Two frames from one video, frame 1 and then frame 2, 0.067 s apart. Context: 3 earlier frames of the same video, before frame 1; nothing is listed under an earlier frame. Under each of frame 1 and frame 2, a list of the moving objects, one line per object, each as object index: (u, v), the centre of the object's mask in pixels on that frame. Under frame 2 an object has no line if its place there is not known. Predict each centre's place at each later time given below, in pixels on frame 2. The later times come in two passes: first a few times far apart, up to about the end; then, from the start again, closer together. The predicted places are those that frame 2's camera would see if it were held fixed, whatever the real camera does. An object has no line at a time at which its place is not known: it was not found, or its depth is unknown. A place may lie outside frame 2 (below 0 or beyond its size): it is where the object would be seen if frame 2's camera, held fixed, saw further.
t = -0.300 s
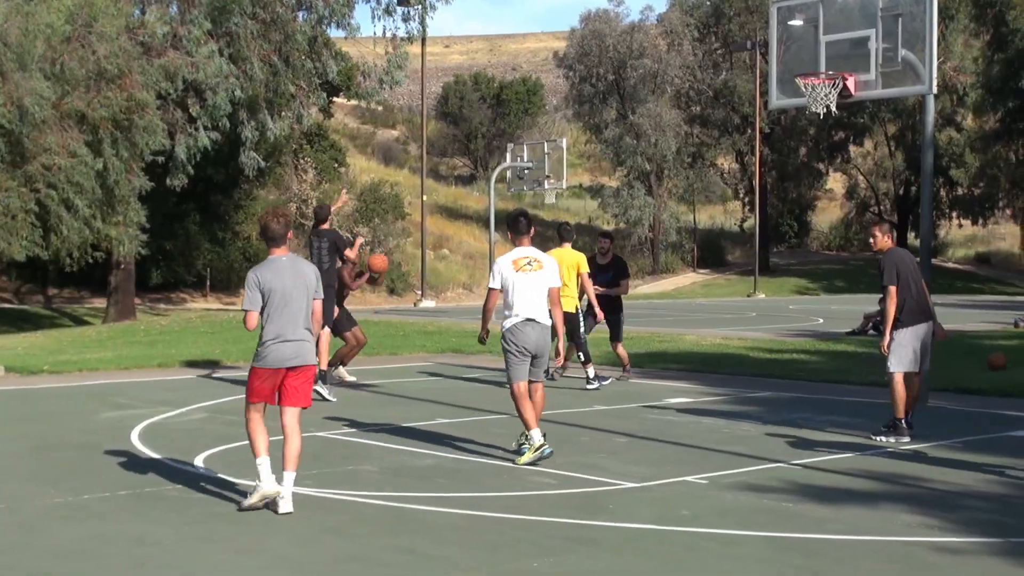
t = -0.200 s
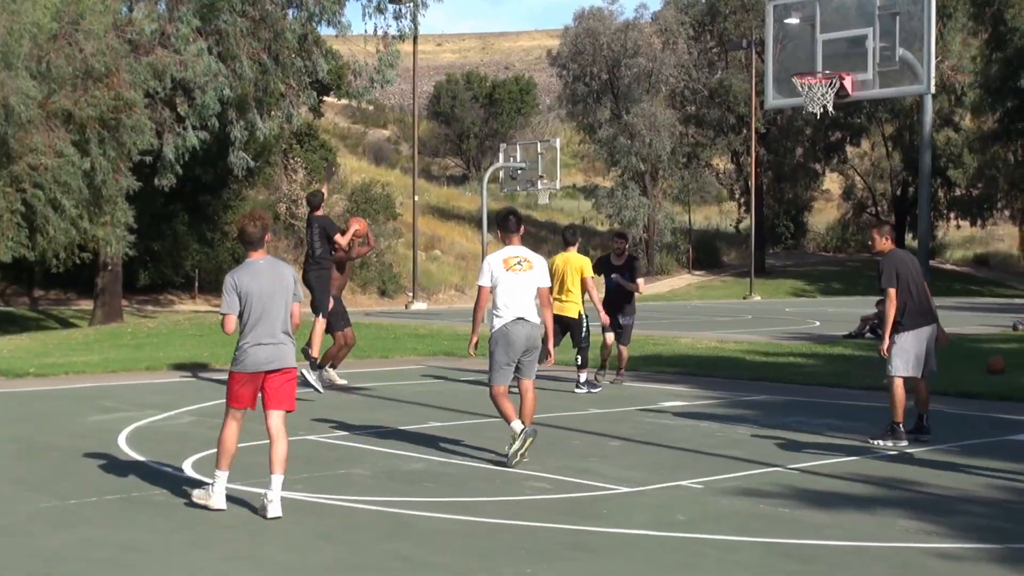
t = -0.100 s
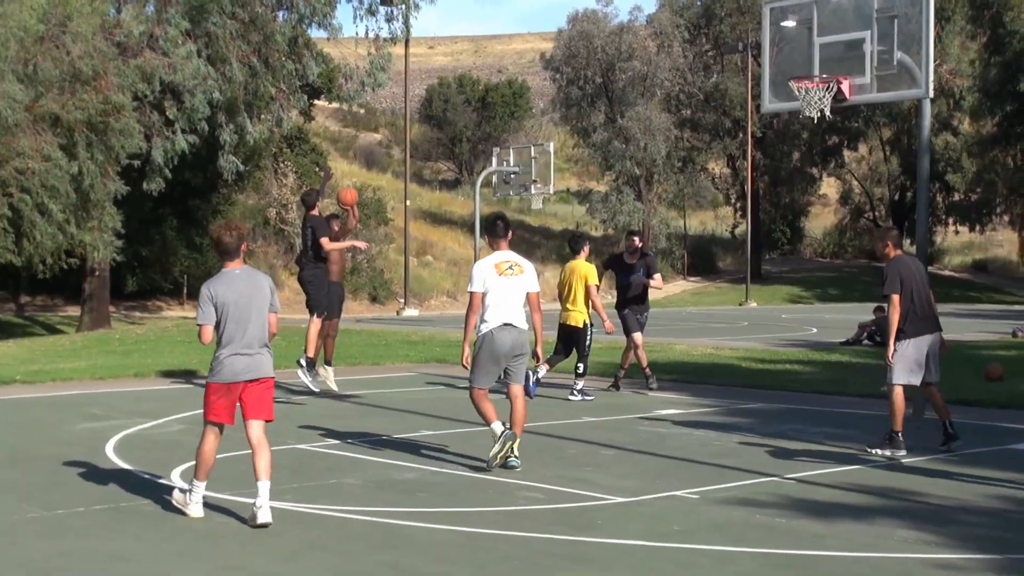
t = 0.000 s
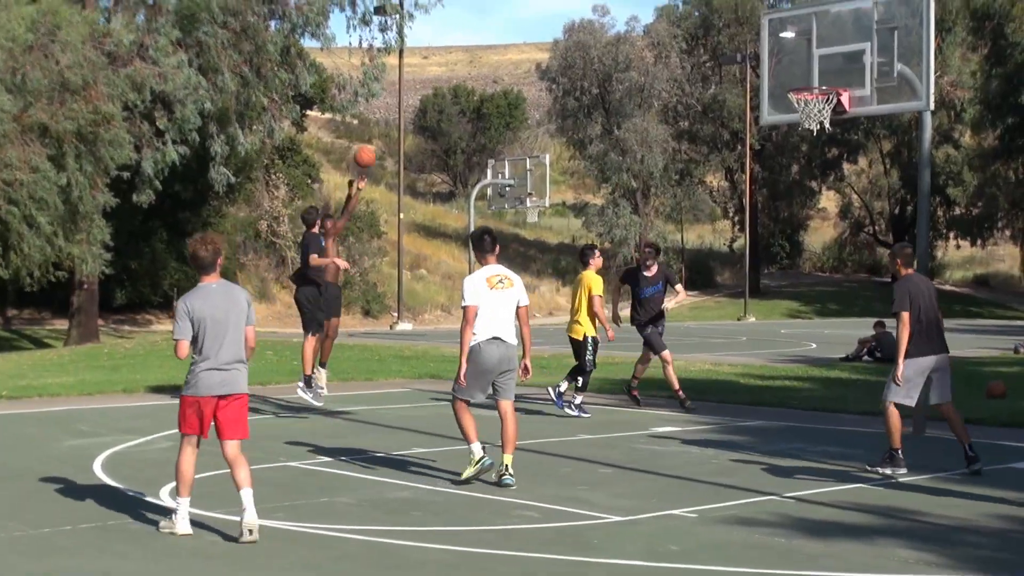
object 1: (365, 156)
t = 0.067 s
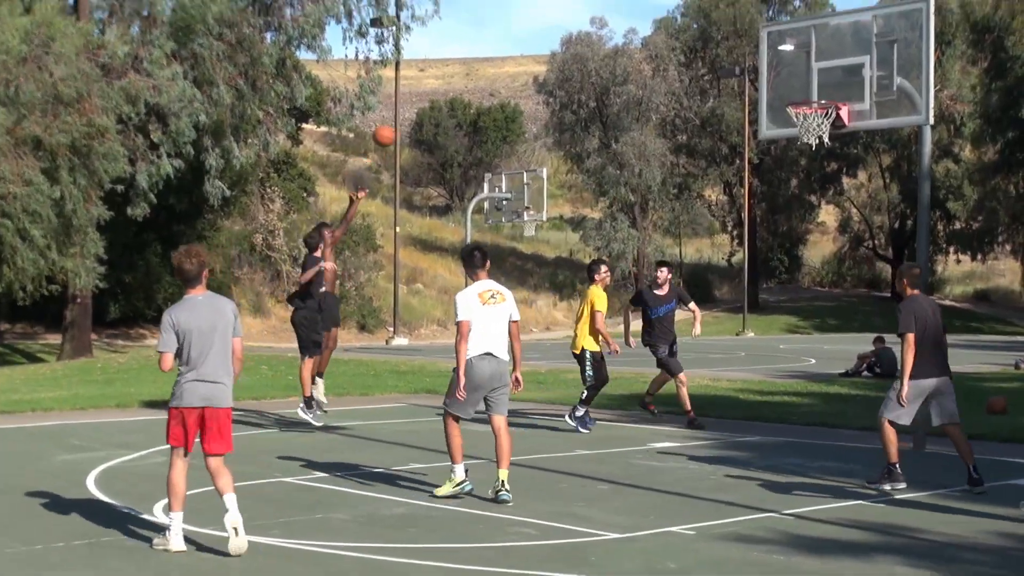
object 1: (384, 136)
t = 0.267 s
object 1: (458, 51)
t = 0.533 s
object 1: (564, -11)
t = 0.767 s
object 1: (666, -9)
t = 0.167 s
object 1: (420, 89)
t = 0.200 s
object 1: (433, 76)
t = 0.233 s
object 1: (445, 64)
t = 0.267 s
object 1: (458, 51)
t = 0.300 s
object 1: (471, 40)
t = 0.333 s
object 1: (483, 30)
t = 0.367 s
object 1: (496, 21)
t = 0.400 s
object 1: (510, 12)
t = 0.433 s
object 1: (523, 5)
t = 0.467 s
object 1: (536, -1)
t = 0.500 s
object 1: (550, -7)
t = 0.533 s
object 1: (564, -11)
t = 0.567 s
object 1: (578, -14)
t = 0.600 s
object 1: (592, -16)
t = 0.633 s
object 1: (606, -17)
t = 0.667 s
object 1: (621, -17)
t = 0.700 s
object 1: (636, -16)
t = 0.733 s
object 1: (651, -13)
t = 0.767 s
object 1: (666, -9)
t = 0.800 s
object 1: (683, -5)
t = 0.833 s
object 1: (698, 0)
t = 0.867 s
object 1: (714, 8)
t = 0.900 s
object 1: (731, 17)
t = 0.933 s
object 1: (747, 27)
